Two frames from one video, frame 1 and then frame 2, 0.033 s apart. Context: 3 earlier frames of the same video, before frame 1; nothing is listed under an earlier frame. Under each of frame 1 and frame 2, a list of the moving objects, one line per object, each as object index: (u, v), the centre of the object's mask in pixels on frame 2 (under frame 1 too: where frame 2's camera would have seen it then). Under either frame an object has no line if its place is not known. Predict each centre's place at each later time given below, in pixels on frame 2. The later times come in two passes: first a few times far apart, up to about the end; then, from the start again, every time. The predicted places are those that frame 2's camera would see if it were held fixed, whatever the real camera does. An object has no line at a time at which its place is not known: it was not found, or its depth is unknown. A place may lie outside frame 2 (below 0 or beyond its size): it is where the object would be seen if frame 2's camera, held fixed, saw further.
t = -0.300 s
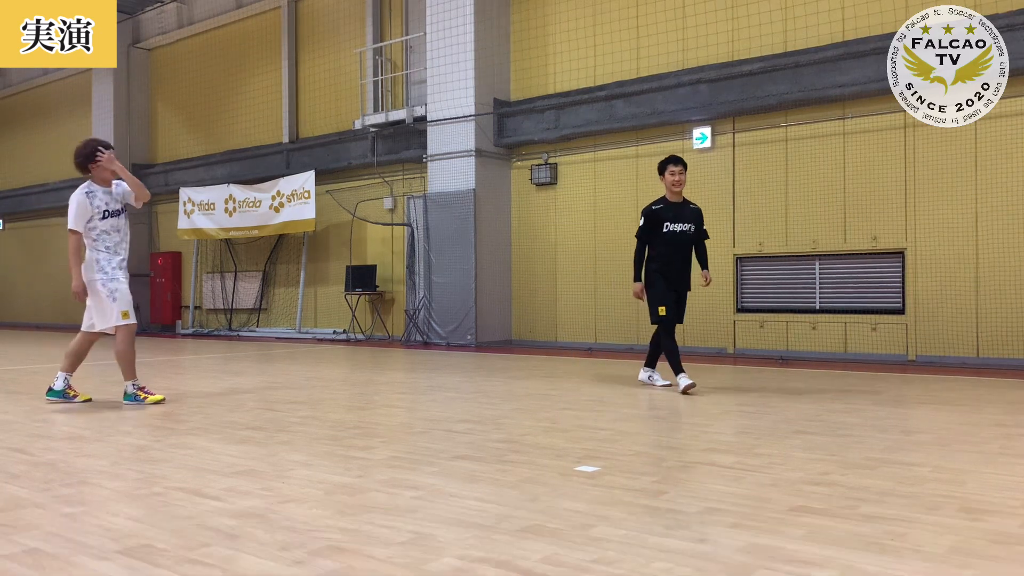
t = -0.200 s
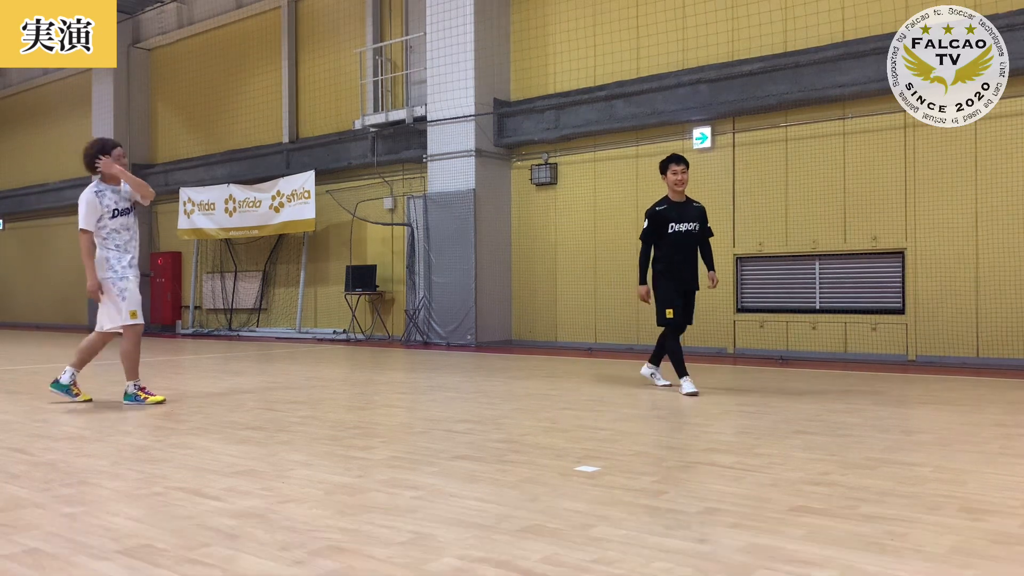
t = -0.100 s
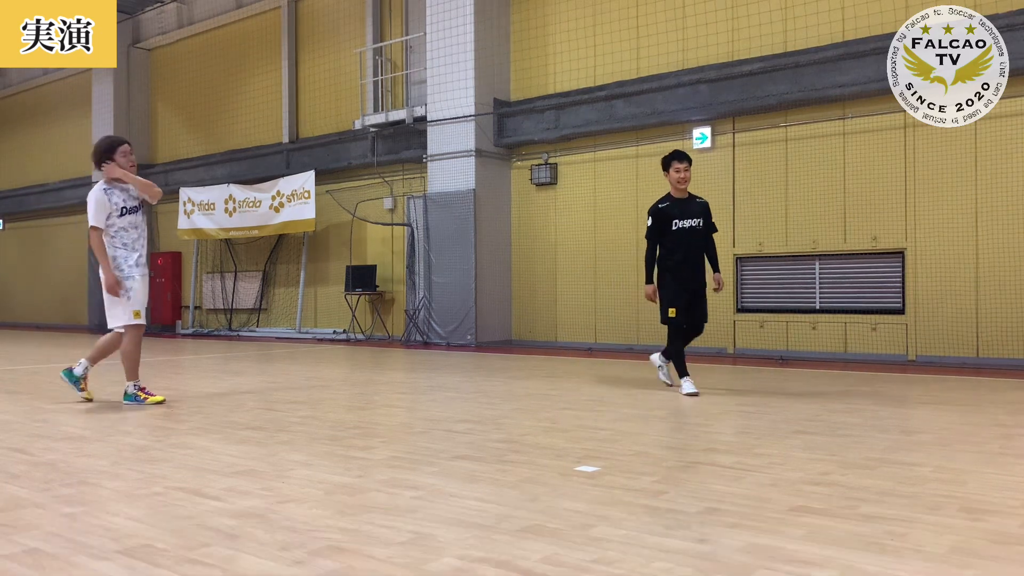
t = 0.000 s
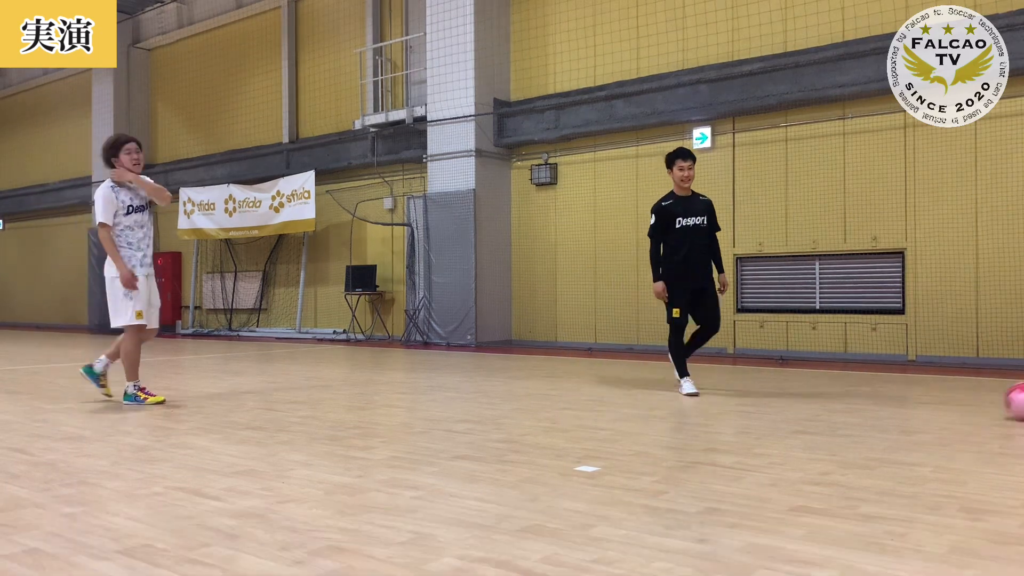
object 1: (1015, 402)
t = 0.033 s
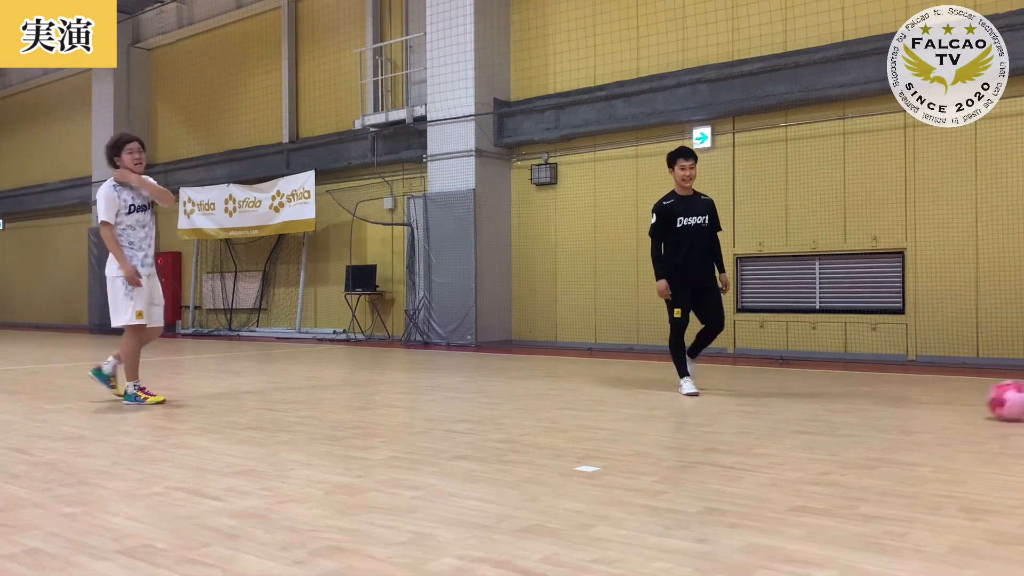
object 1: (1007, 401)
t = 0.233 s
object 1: (896, 402)
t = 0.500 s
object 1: (747, 405)
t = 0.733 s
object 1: (616, 406)
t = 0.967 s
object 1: (486, 408)
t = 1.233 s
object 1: (336, 412)
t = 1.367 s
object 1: (260, 413)
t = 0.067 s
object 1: (991, 402)
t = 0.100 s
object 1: (972, 402)
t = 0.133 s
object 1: (953, 402)
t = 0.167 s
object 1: (934, 402)
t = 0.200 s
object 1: (915, 403)
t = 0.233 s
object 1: (896, 402)
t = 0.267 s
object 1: (878, 404)
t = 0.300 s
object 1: (859, 403)
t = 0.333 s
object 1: (840, 404)
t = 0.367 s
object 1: (822, 404)
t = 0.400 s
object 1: (802, 404)
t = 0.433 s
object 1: (784, 405)
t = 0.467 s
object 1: (765, 405)
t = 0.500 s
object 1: (747, 405)
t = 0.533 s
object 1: (728, 405)
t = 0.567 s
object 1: (709, 405)
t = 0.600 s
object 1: (690, 405)
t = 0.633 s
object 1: (671, 406)
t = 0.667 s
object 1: (653, 405)
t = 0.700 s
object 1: (635, 406)
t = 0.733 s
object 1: (616, 406)
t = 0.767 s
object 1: (596, 406)
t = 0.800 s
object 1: (578, 406)
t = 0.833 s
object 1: (559, 407)
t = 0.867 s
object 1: (541, 407)
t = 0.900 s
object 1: (523, 408)
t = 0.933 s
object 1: (505, 407)
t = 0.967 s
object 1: (486, 408)
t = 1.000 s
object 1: (466, 408)
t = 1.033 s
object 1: (448, 409)
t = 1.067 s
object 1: (429, 408)
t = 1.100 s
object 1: (412, 410)
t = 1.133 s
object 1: (393, 410)
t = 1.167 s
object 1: (374, 411)
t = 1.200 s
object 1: (355, 411)
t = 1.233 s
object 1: (336, 412)
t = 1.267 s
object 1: (317, 411)
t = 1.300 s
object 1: (298, 412)
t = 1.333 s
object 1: (279, 412)
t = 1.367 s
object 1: (260, 413)
